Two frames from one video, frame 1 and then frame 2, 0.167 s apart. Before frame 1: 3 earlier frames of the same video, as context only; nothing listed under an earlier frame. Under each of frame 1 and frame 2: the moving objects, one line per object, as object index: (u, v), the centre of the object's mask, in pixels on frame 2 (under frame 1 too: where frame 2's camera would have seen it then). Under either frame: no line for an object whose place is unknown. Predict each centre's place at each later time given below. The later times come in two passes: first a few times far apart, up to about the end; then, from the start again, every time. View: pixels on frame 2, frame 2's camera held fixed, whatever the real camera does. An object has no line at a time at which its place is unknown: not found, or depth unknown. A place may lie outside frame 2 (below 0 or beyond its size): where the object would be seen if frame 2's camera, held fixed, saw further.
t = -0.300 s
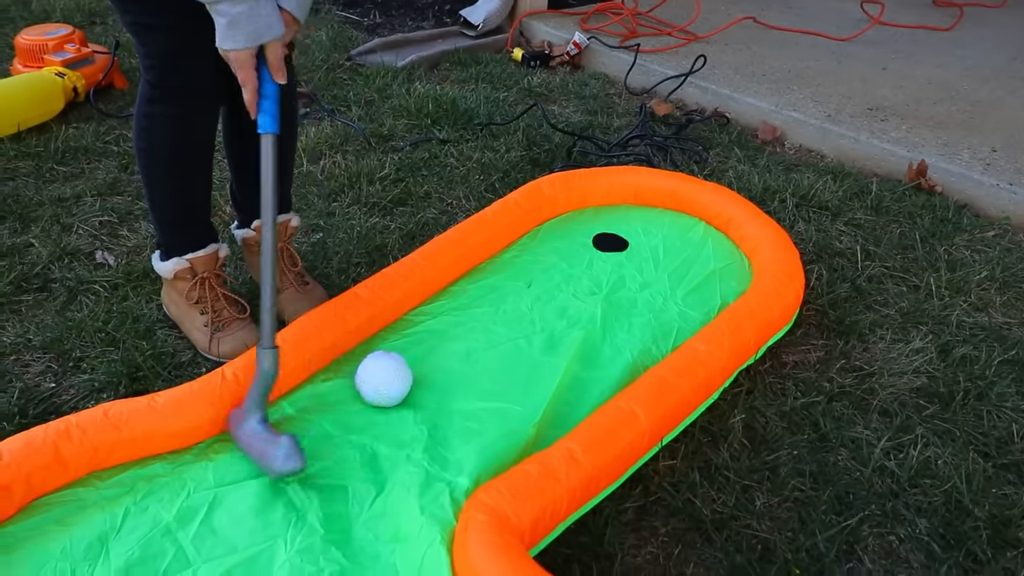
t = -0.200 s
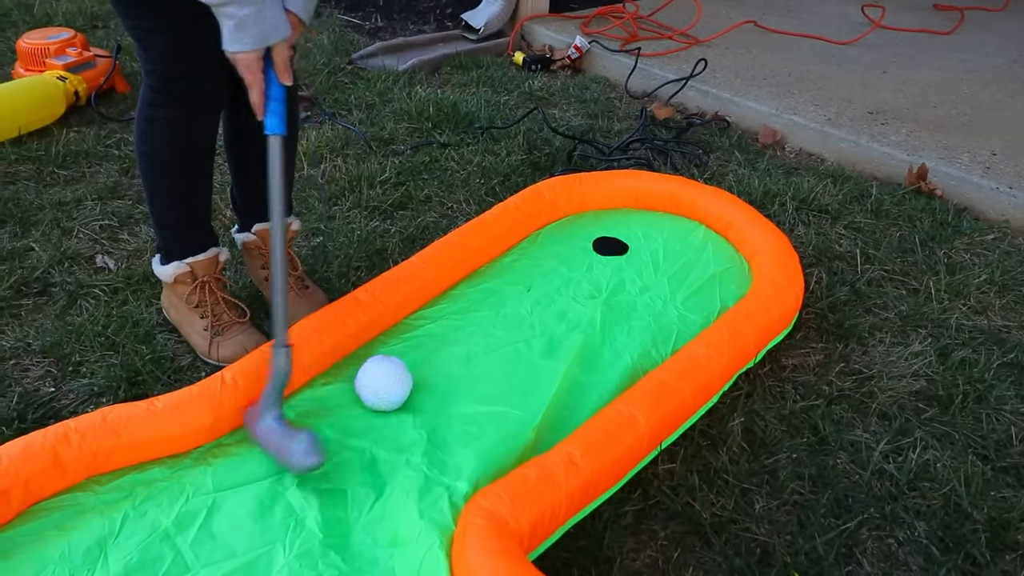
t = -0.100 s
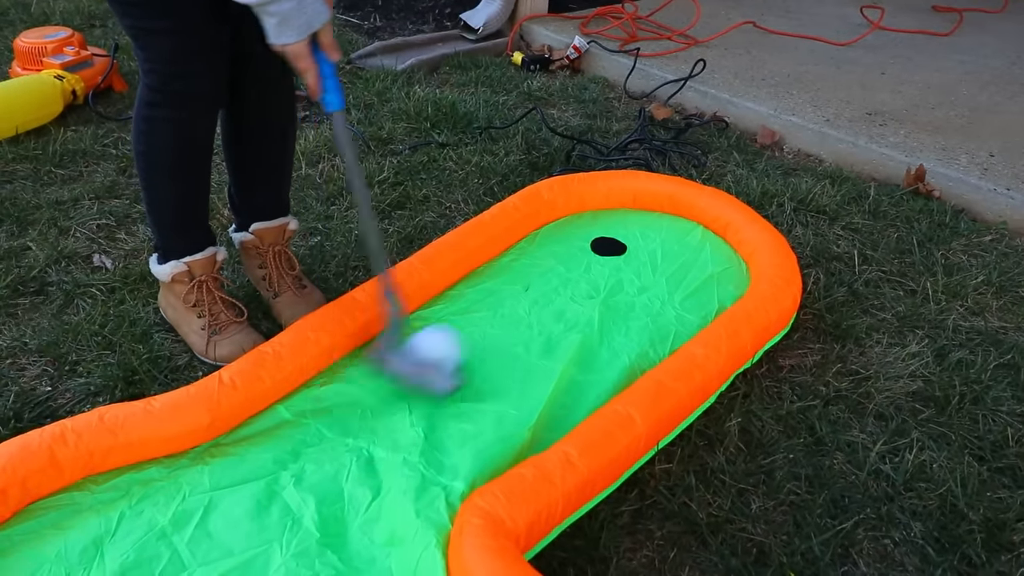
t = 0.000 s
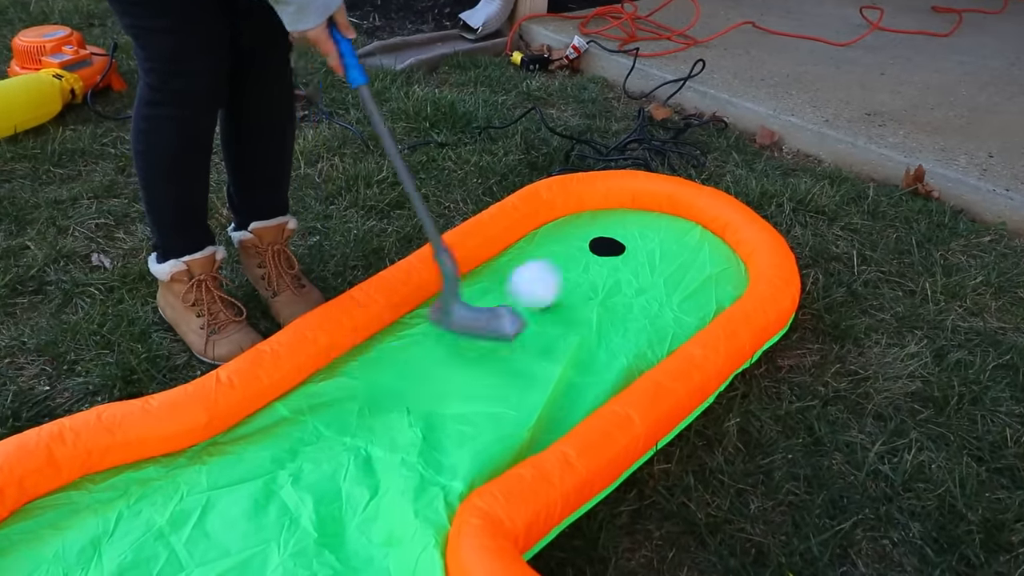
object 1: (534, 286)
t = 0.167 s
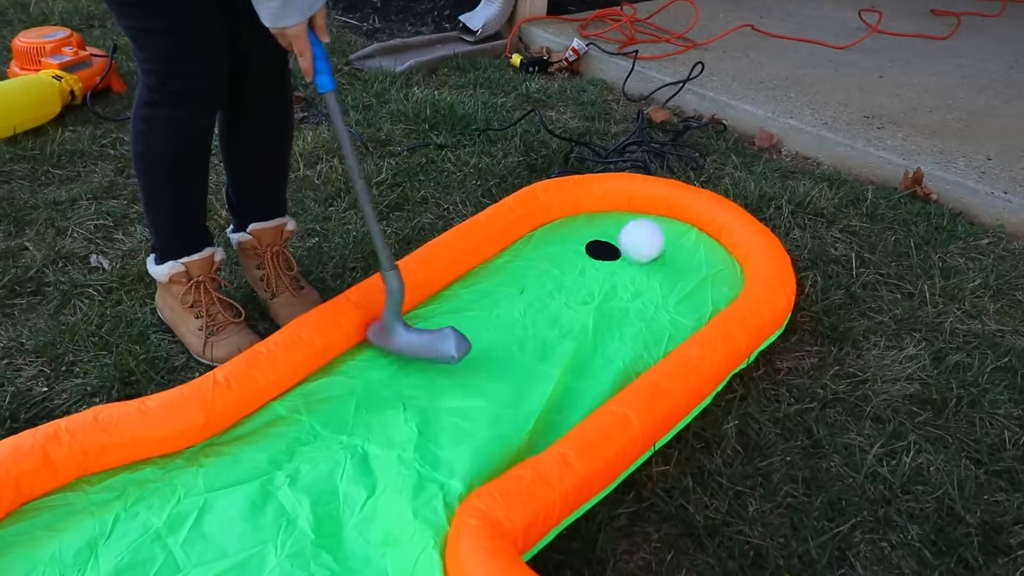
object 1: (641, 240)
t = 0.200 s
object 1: (657, 230)
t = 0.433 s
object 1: (675, 224)
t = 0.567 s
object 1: (673, 228)
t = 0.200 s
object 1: (657, 230)
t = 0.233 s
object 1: (673, 223)
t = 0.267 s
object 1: (686, 216)
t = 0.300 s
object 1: (688, 211)
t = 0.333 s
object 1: (686, 207)
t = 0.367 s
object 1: (683, 208)
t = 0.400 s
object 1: (679, 214)
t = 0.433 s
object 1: (675, 224)
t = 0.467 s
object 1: (672, 230)
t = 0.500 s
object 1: (672, 229)
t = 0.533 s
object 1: (673, 228)
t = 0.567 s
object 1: (673, 228)
